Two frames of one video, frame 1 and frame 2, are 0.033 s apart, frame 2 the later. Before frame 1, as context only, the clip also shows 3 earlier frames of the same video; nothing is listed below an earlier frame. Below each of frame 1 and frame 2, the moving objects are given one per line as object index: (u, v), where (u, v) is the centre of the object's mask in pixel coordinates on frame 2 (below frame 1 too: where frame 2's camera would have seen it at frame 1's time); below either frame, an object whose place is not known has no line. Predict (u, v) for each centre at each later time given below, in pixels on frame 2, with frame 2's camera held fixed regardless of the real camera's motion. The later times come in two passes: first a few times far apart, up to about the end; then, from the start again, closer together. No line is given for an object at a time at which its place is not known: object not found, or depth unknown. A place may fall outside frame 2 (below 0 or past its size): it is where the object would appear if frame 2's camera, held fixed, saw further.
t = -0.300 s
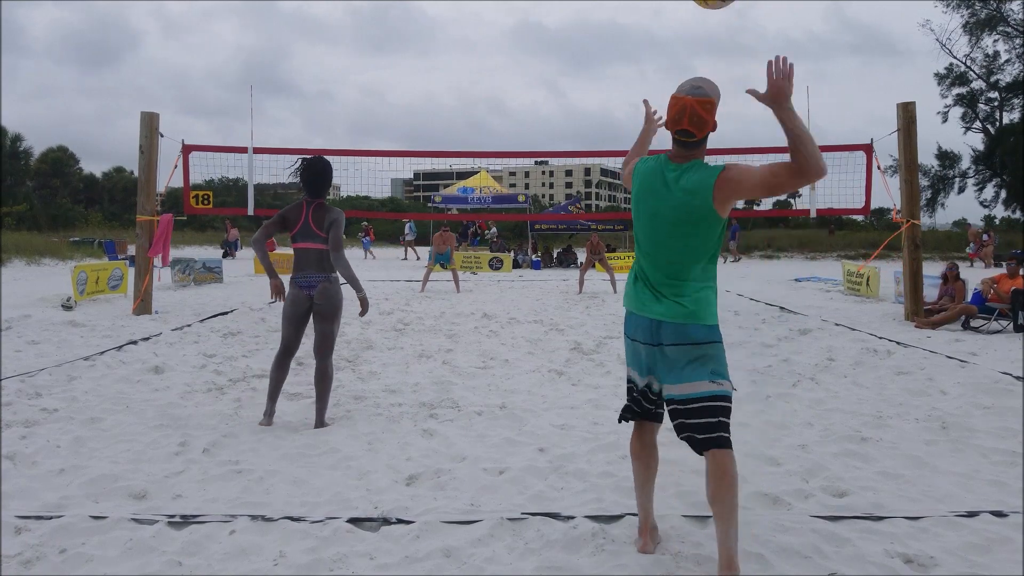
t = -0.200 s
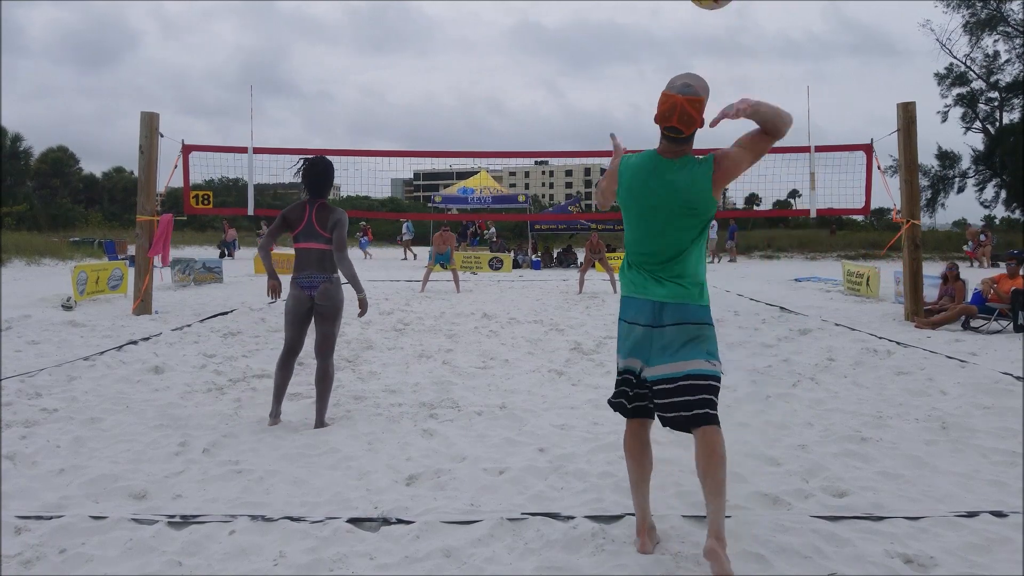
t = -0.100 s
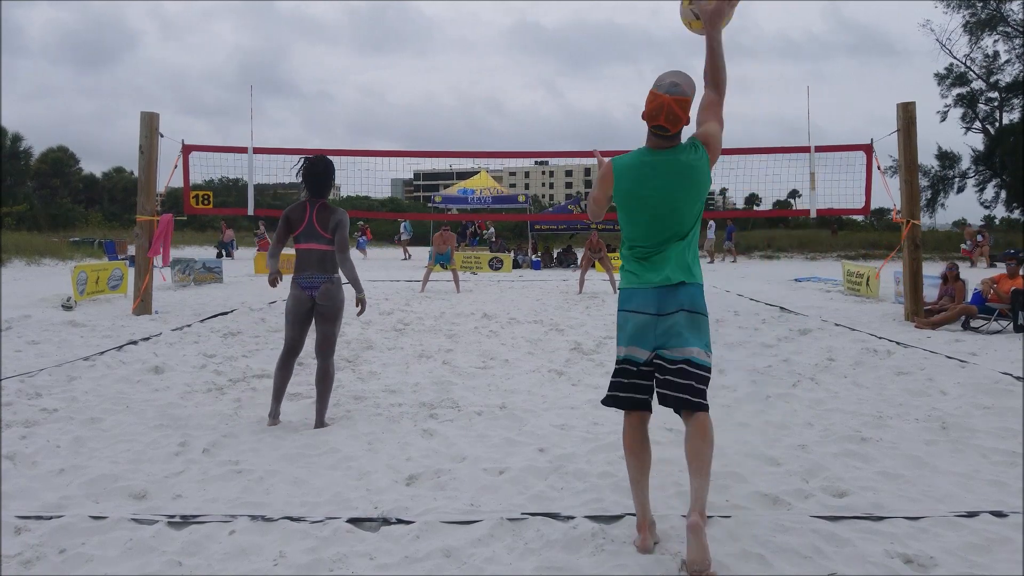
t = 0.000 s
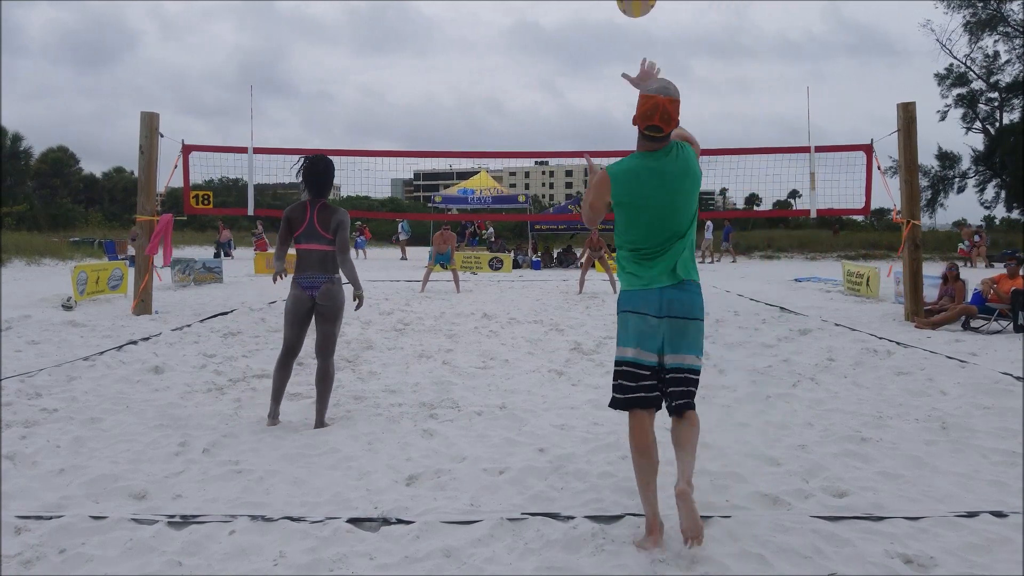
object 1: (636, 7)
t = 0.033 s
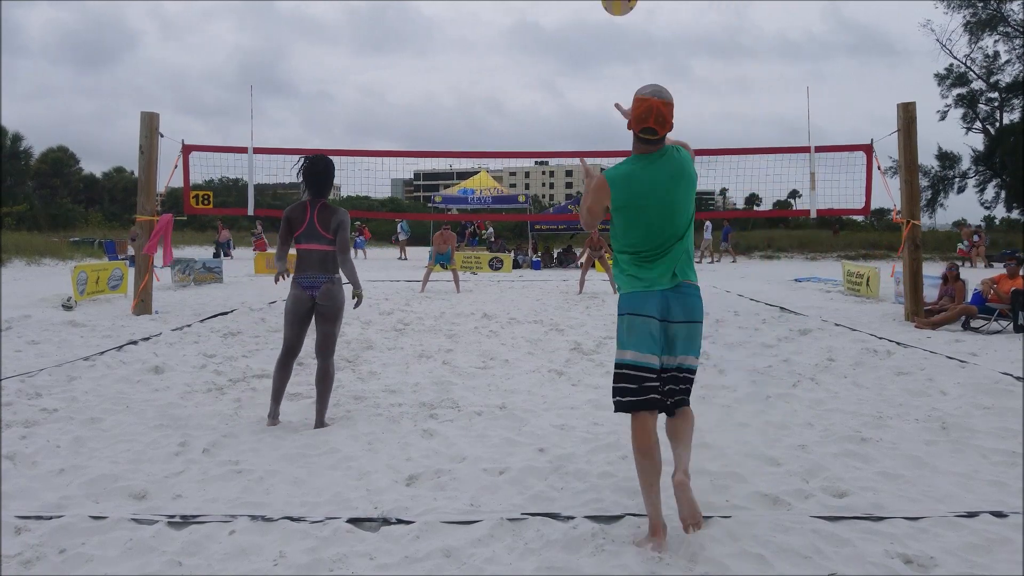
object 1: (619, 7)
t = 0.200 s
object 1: (560, 14)
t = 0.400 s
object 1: (517, 53)
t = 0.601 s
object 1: (484, 102)
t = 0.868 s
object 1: (454, 174)
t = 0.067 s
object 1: (604, 7)
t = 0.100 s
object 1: (592, 7)
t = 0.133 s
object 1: (580, 9)
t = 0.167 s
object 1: (570, 10)
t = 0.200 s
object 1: (560, 14)
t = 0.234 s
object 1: (552, 20)
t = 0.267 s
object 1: (544, 26)
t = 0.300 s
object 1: (536, 32)
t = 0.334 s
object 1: (529, 39)
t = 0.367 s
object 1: (523, 46)
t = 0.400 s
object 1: (517, 53)
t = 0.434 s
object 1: (511, 61)
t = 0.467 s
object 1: (505, 69)
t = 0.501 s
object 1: (499, 77)
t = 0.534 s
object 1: (494, 85)
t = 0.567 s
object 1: (489, 93)
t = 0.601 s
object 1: (484, 102)
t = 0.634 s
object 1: (480, 111)
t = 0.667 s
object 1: (475, 119)
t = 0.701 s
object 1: (471, 128)
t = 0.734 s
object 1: (468, 137)
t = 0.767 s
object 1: (464, 146)
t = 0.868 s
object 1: (454, 174)
